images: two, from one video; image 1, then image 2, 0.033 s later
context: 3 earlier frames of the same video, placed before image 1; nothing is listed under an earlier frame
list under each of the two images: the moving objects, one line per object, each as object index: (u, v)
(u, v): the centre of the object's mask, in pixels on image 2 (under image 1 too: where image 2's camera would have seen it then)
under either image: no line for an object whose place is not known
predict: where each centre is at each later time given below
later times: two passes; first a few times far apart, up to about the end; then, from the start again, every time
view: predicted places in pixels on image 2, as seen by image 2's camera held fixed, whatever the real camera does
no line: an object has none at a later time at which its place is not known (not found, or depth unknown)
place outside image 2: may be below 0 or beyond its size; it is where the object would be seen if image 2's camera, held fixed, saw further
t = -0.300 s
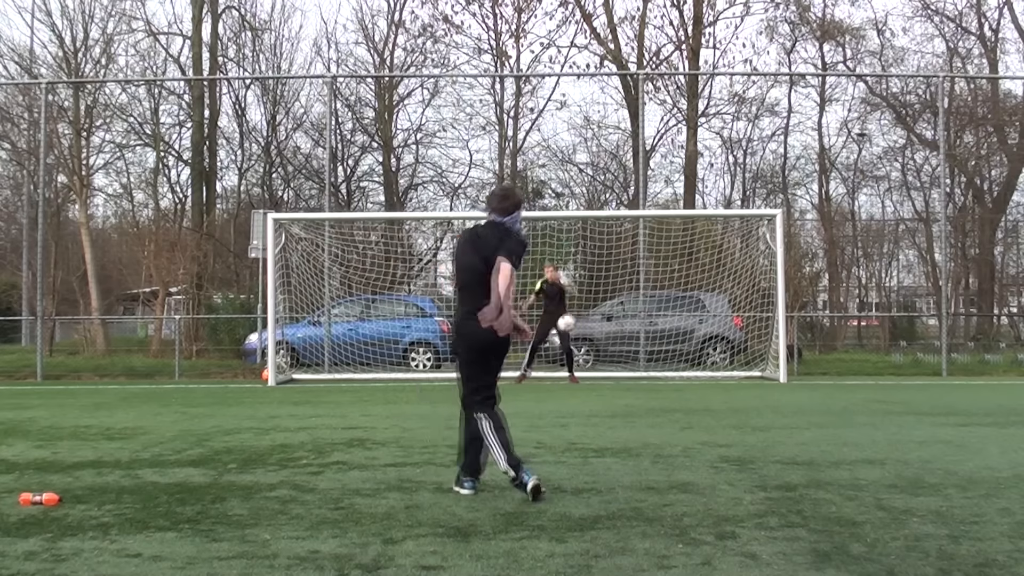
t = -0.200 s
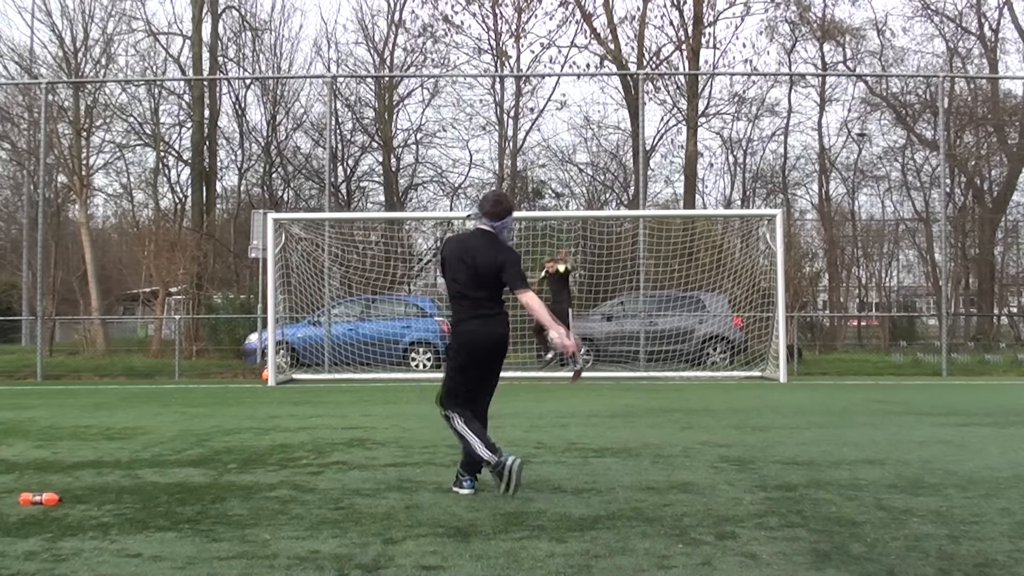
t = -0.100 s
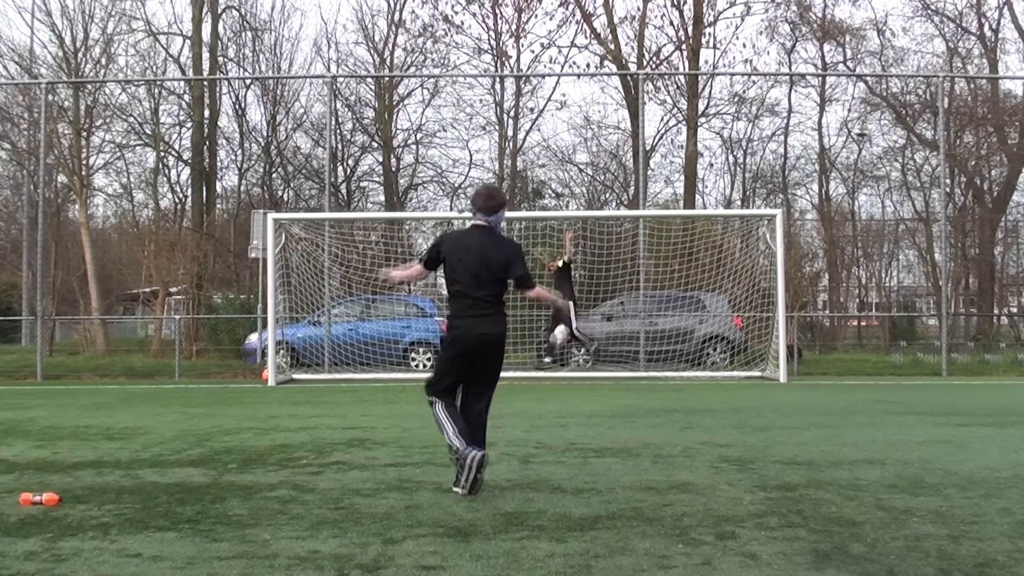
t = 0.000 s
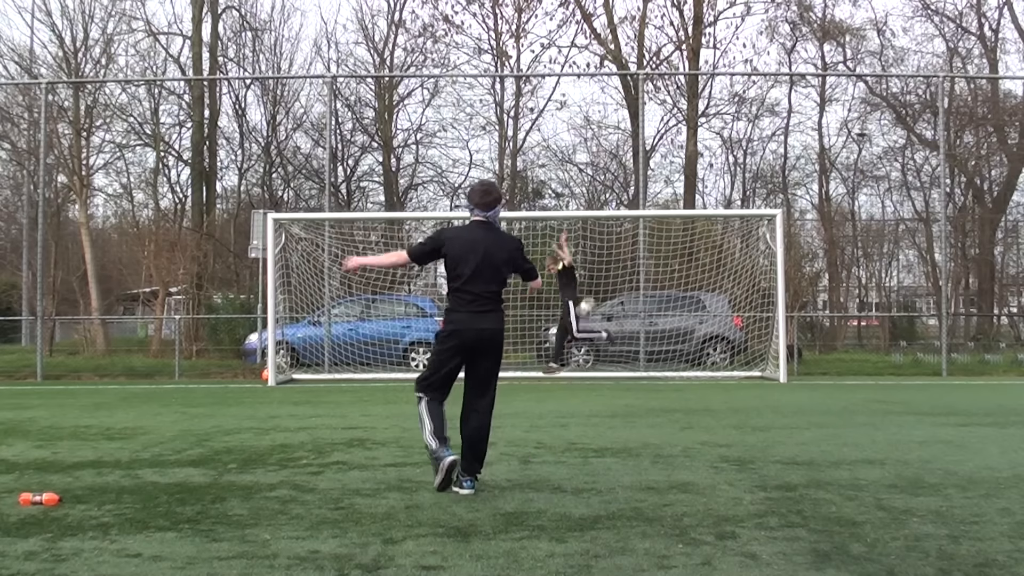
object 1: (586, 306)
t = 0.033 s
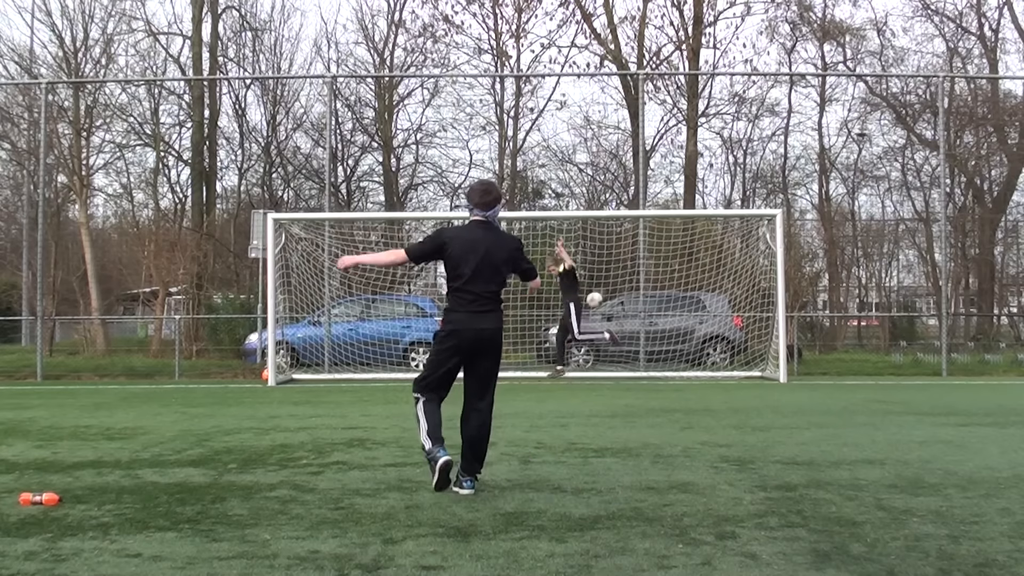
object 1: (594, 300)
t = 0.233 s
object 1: (653, 261)
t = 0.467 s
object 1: (734, 248)
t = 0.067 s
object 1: (605, 290)
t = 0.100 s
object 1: (614, 284)
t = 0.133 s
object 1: (623, 278)
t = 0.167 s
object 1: (634, 271)
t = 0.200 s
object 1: (644, 265)
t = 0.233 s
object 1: (653, 261)
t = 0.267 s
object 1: (666, 256)
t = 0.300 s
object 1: (675, 253)
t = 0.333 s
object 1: (686, 251)
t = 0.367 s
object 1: (699, 249)
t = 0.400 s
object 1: (709, 248)
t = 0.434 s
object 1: (720, 248)
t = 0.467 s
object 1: (734, 248)
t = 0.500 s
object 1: (744, 248)
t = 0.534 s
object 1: (757, 251)
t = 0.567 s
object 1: (772, 255)
